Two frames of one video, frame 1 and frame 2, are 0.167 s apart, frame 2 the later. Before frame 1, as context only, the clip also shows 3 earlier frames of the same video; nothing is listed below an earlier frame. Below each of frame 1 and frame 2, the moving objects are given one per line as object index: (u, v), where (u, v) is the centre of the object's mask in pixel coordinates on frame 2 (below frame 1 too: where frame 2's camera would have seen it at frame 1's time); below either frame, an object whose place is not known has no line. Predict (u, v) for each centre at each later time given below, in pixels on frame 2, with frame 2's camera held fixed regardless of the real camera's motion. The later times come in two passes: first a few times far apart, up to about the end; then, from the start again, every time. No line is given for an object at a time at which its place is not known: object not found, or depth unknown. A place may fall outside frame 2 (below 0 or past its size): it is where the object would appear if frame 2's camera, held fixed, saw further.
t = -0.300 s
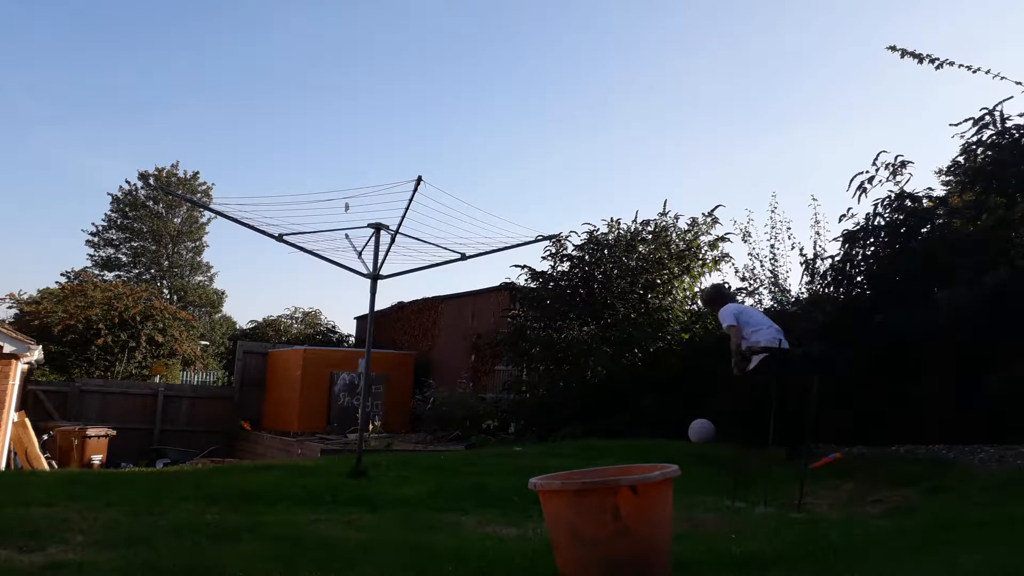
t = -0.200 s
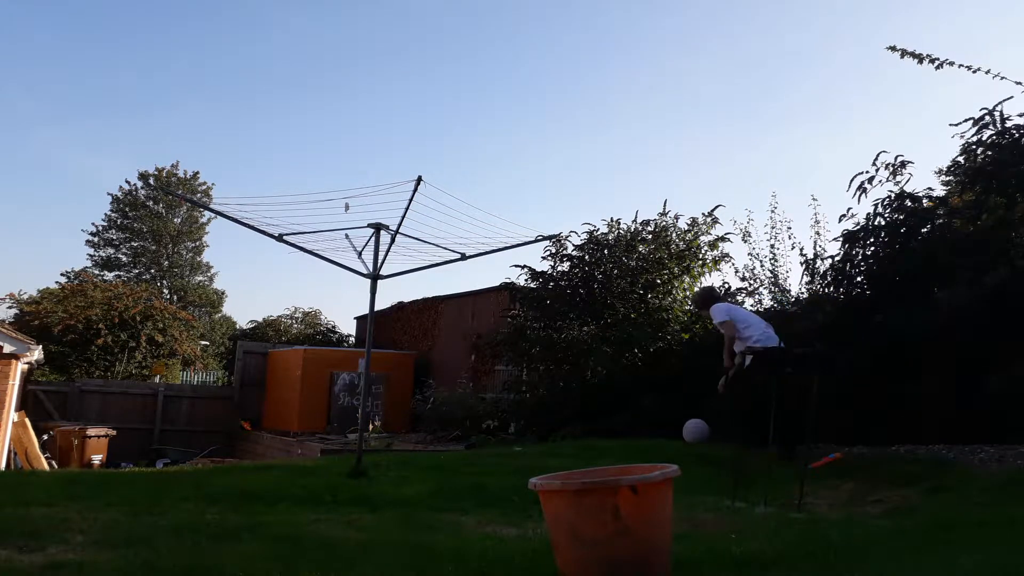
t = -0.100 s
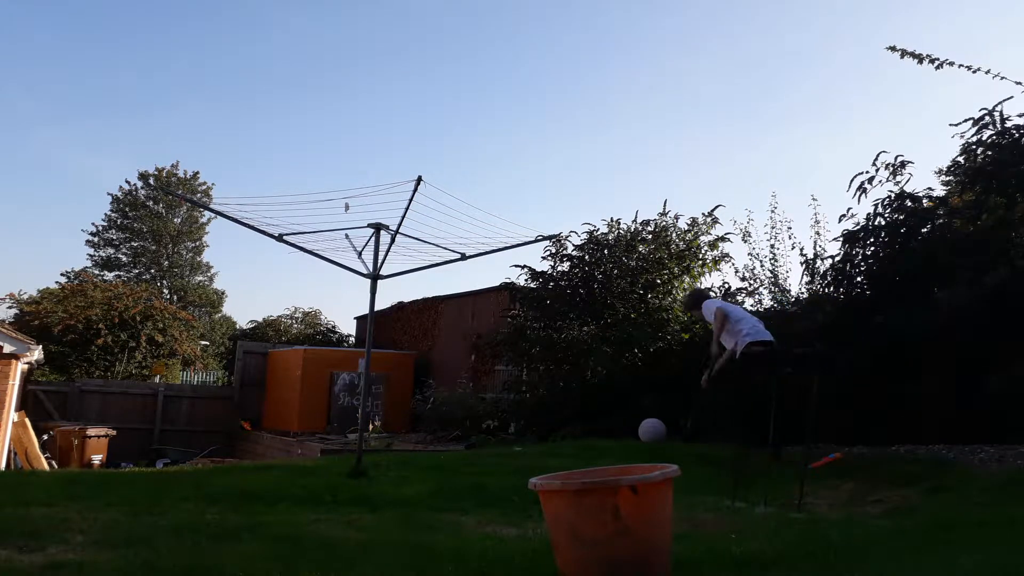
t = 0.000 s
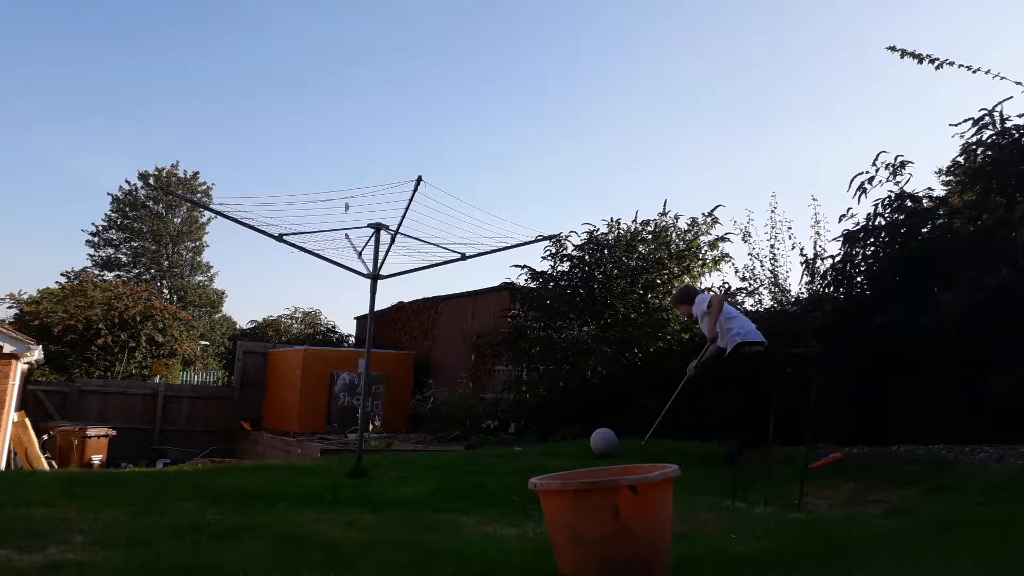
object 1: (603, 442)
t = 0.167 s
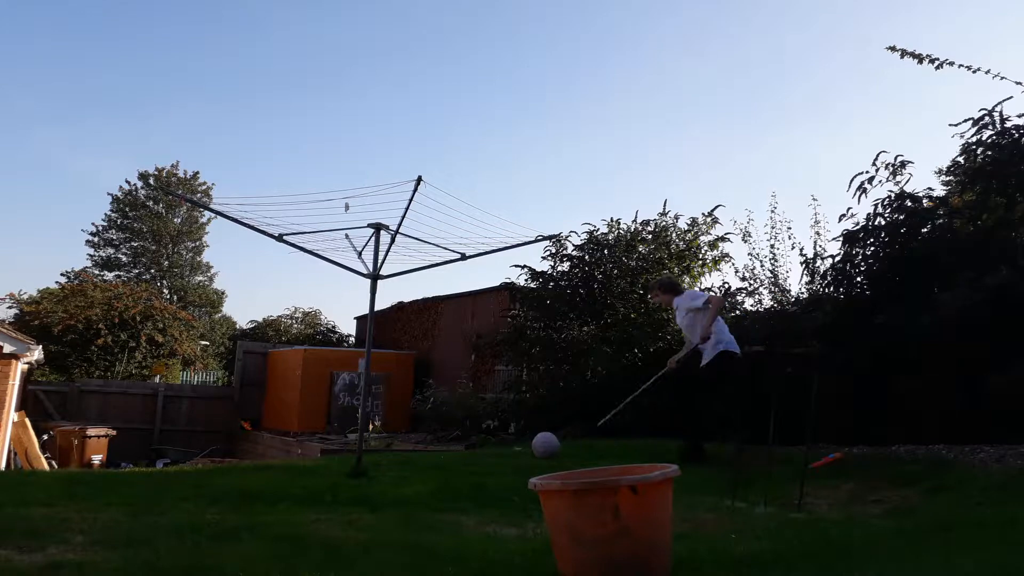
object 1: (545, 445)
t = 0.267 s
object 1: (517, 450)
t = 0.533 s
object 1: (442, 453)
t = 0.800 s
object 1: (378, 453)
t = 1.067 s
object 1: (316, 457)
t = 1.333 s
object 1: (264, 456)
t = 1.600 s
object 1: (219, 456)
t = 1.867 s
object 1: (184, 457)
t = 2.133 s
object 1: (154, 457)
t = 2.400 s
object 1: (132, 457)
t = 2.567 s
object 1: (120, 457)
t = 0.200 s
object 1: (536, 446)
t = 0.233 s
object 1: (526, 448)
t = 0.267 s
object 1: (517, 450)
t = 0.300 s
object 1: (506, 453)
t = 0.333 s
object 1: (497, 453)
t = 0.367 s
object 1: (488, 452)
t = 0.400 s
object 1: (479, 452)
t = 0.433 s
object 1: (469, 453)
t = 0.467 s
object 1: (460, 454)
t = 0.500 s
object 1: (451, 454)
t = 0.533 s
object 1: (442, 453)
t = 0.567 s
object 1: (434, 452)
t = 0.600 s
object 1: (425, 452)
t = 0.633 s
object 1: (416, 453)
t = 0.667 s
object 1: (408, 455)
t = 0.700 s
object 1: (400, 455)
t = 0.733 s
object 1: (392, 455)
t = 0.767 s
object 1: (385, 454)
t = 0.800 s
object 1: (378, 453)
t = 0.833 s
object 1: (373, 453)
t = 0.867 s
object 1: (362, 456)
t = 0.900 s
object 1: (352, 457)
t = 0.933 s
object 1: (343, 457)
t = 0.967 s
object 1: (339, 457)
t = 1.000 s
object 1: (330, 456)
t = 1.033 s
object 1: (323, 456)
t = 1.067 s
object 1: (316, 457)
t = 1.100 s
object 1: (310, 456)
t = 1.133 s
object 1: (303, 456)
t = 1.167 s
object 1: (296, 456)
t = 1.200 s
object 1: (289, 457)
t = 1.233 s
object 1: (283, 457)
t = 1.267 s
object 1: (276, 457)
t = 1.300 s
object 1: (269, 456)
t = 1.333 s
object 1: (264, 456)
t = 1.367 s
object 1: (257, 455)
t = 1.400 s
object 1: (251, 455)
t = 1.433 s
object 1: (246, 455)
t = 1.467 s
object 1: (240, 455)
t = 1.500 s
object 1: (235, 455)
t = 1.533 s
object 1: (229, 455)
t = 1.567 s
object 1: (224, 455)
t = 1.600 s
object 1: (219, 456)
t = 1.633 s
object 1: (214, 456)
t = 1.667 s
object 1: (209, 457)
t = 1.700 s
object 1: (205, 457)
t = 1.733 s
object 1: (200, 457)
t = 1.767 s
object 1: (195, 457)
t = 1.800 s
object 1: (191, 458)
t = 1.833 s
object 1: (187, 457)
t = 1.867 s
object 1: (184, 457)
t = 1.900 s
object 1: (179, 457)
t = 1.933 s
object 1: (175, 457)
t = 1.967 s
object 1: (172, 457)
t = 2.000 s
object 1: (168, 457)
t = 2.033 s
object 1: (165, 457)
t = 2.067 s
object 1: (161, 457)
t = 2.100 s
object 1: (158, 457)
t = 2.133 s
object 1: (154, 457)
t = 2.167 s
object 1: (151, 457)
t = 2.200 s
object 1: (148, 457)
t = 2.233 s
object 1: (145, 457)
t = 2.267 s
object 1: (142, 457)
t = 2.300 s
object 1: (140, 457)
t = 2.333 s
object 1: (137, 457)
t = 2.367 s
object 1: (135, 457)
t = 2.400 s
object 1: (132, 457)
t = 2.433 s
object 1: (130, 457)
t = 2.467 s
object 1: (127, 457)
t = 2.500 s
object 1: (125, 457)
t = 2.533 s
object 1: (122, 457)
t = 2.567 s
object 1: (120, 457)
